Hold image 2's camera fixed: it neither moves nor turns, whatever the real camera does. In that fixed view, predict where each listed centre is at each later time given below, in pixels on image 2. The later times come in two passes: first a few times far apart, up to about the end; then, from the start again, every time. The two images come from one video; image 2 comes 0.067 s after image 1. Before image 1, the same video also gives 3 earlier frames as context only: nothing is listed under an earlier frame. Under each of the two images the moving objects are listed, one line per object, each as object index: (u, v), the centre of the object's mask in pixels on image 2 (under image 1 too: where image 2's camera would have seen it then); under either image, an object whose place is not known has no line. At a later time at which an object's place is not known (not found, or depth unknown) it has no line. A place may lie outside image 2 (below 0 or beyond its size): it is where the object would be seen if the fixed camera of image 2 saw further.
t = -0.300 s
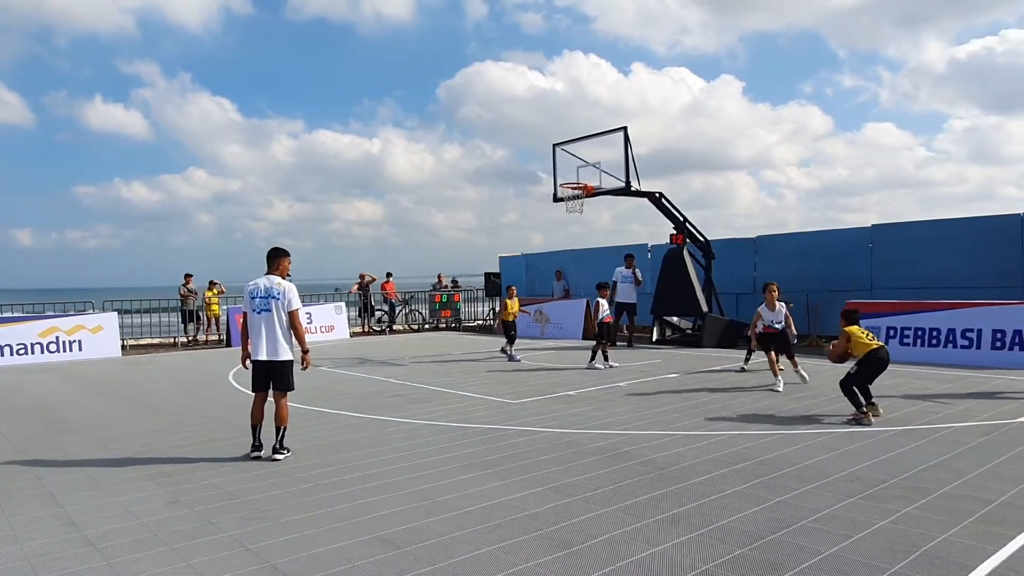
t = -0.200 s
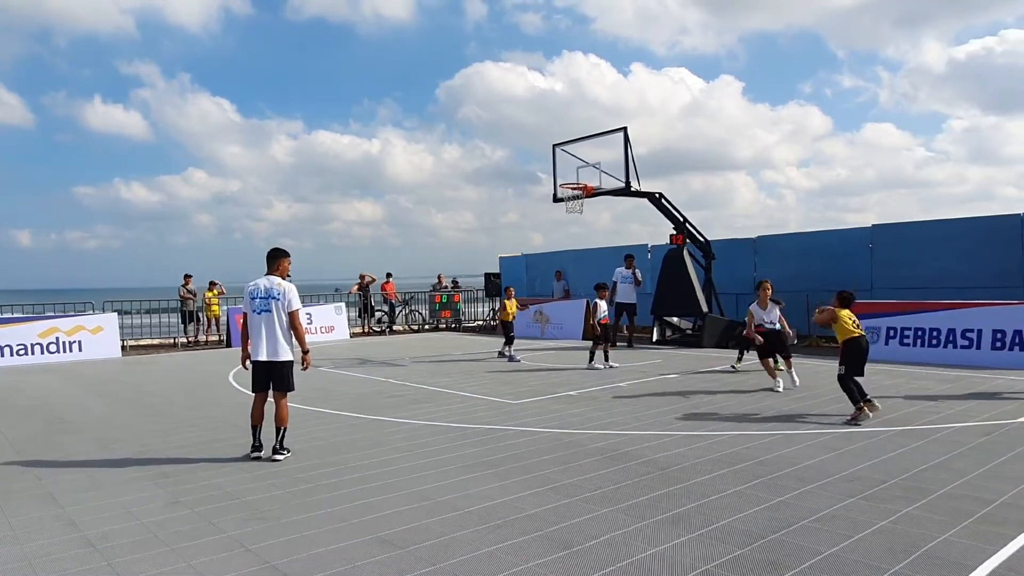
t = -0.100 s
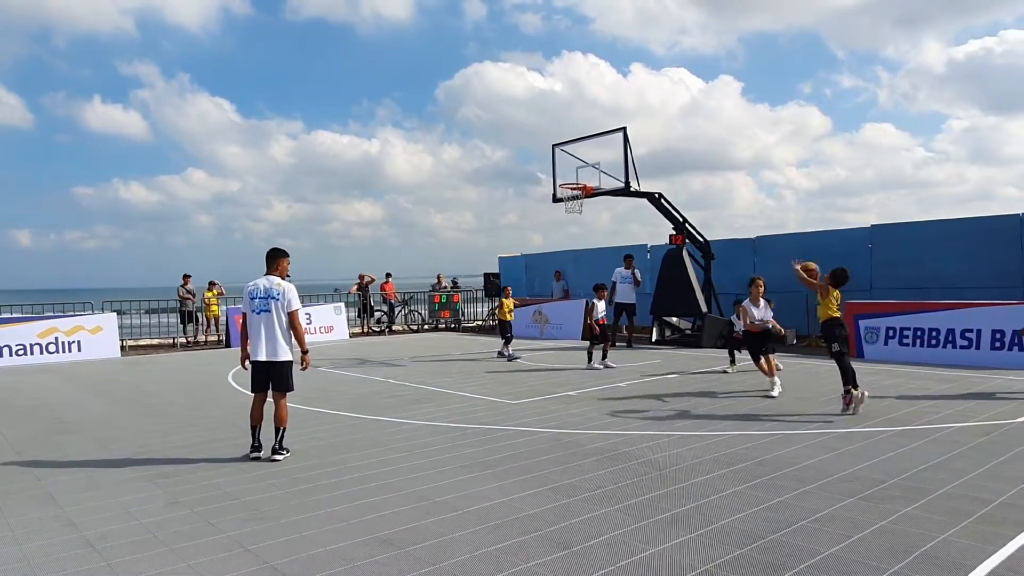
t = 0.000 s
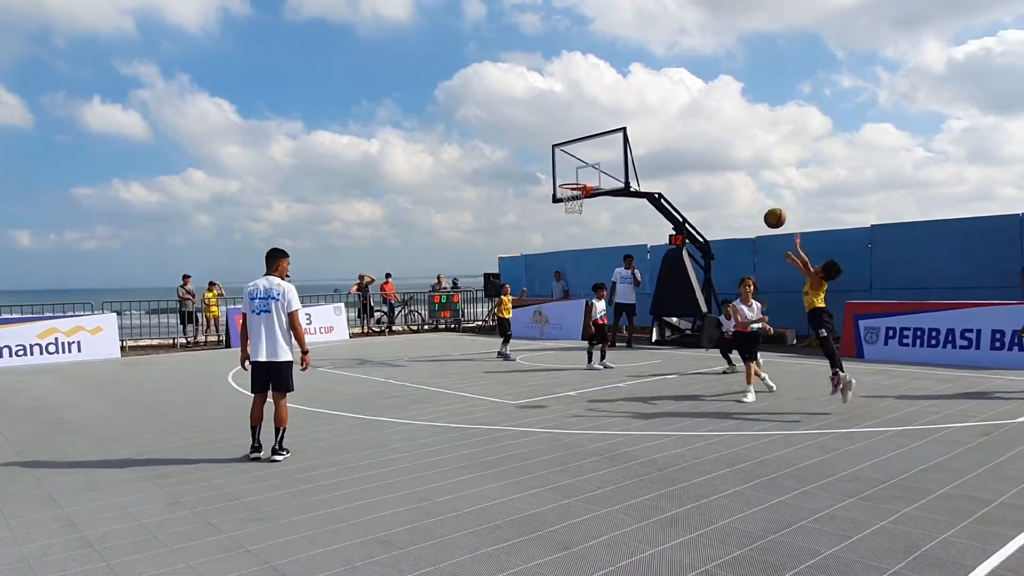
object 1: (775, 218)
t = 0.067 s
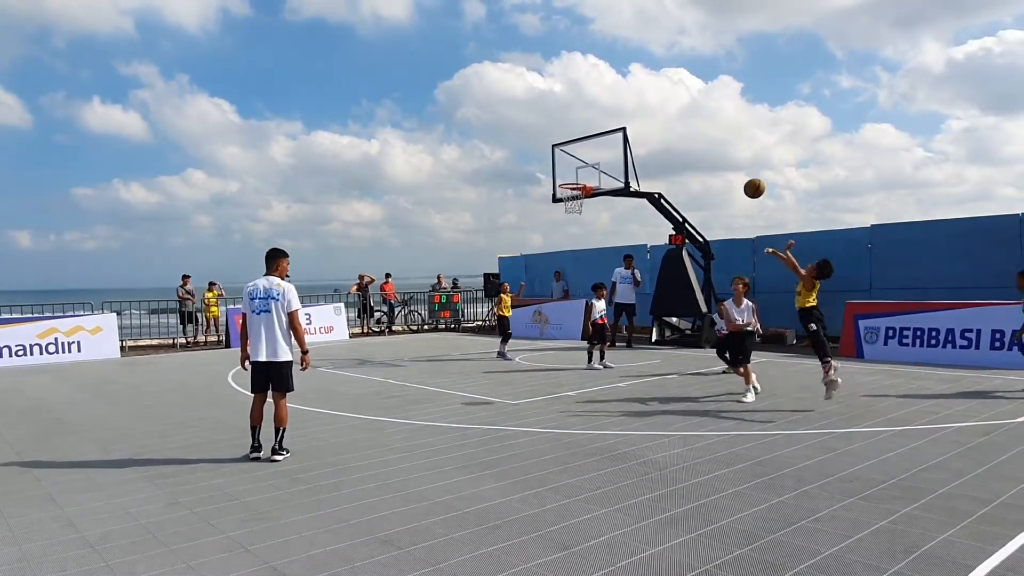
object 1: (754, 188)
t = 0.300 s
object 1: (694, 128)
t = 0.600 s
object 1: (635, 120)
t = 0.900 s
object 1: (591, 166)
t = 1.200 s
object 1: (616, 143)
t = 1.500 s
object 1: (657, 144)
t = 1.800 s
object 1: (702, 202)
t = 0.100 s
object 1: (744, 176)
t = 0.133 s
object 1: (735, 165)
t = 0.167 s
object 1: (726, 155)
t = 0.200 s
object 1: (718, 147)
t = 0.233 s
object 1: (709, 139)
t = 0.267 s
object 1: (701, 133)
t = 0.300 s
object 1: (694, 128)
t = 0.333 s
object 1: (686, 124)
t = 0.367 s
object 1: (679, 120)
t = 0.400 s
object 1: (672, 118)
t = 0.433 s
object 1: (665, 116)
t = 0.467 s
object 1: (658, 115)
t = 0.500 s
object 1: (653, 115)
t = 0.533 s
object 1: (647, 116)
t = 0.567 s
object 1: (641, 118)
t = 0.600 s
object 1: (635, 120)
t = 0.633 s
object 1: (630, 123)
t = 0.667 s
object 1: (624, 126)
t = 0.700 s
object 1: (619, 130)
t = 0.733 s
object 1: (614, 135)
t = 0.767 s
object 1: (609, 141)
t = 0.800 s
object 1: (604, 146)
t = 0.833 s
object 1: (600, 152)
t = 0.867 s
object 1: (595, 159)
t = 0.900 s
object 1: (591, 166)
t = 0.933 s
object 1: (587, 174)
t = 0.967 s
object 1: (585, 177)
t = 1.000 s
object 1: (590, 171)
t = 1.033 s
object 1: (594, 164)
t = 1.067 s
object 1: (598, 159)
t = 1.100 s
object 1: (602, 154)
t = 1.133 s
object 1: (607, 149)
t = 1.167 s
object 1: (611, 146)
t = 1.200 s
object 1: (616, 143)
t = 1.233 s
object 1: (620, 140)
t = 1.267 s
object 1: (624, 138)
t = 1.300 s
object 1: (630, 137)
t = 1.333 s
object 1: (634, 136)
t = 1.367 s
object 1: (638, 137)
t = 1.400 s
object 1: (643, 137)
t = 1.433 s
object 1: (648, 139)
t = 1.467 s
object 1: (652, 141)
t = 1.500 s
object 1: (657, 144)
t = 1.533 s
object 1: (662, 147)
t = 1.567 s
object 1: (667, 152)
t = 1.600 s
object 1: (672, 157)
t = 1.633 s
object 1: (677, 163)
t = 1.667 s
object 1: (682, 169)
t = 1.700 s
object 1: (687, 176)
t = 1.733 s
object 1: (692, 184)
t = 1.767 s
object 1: (697, 193)
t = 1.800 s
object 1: (702, 202)
